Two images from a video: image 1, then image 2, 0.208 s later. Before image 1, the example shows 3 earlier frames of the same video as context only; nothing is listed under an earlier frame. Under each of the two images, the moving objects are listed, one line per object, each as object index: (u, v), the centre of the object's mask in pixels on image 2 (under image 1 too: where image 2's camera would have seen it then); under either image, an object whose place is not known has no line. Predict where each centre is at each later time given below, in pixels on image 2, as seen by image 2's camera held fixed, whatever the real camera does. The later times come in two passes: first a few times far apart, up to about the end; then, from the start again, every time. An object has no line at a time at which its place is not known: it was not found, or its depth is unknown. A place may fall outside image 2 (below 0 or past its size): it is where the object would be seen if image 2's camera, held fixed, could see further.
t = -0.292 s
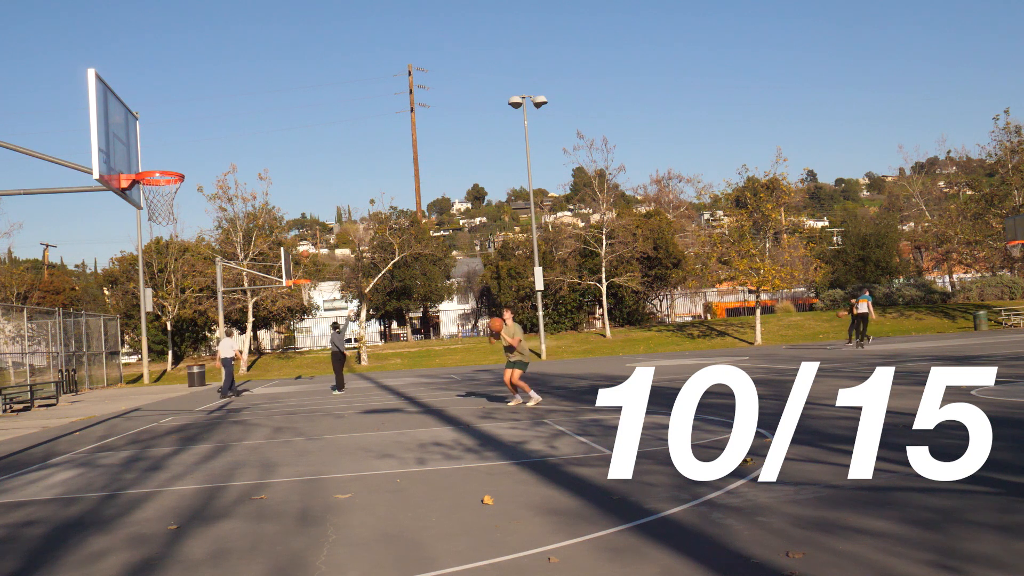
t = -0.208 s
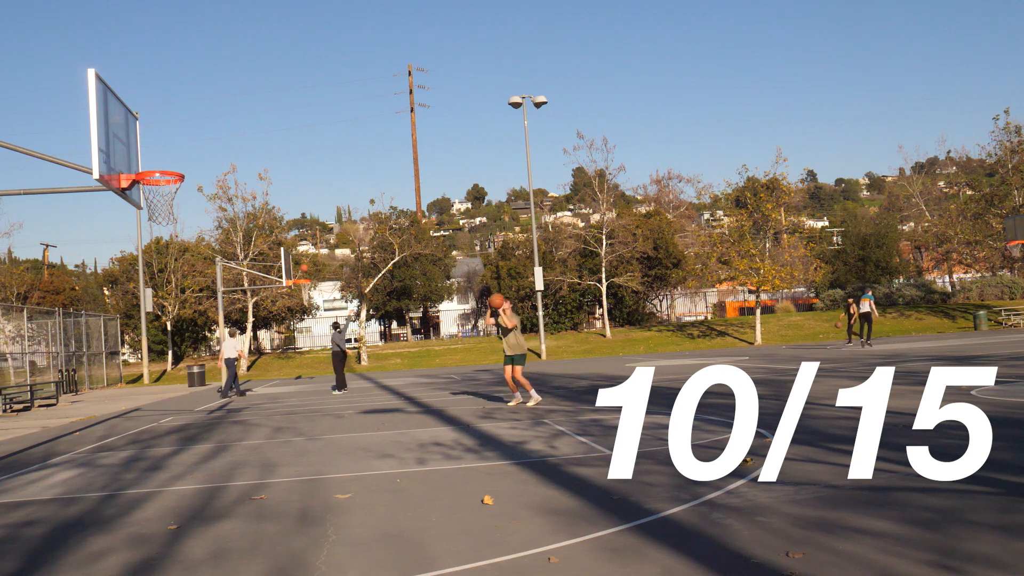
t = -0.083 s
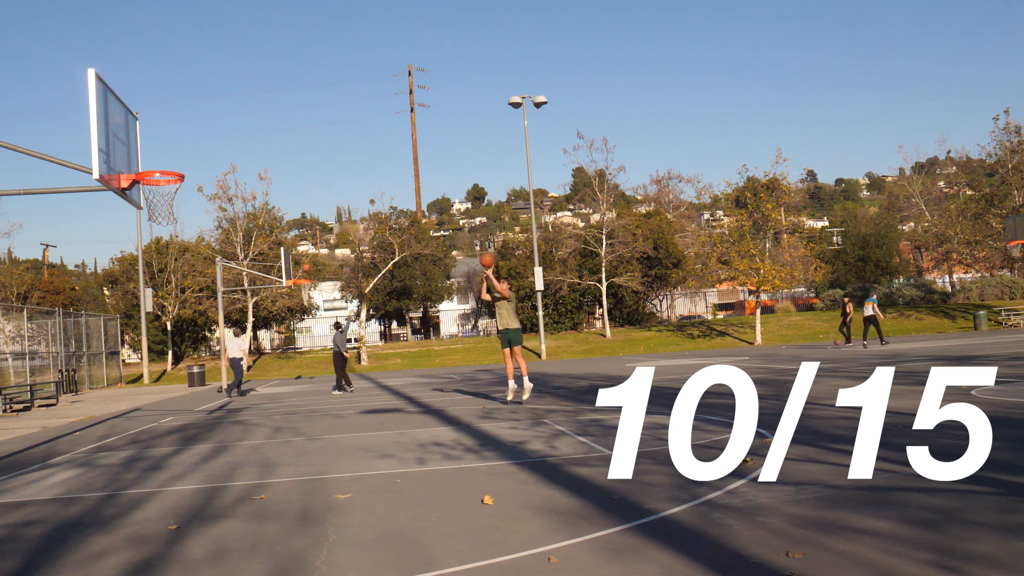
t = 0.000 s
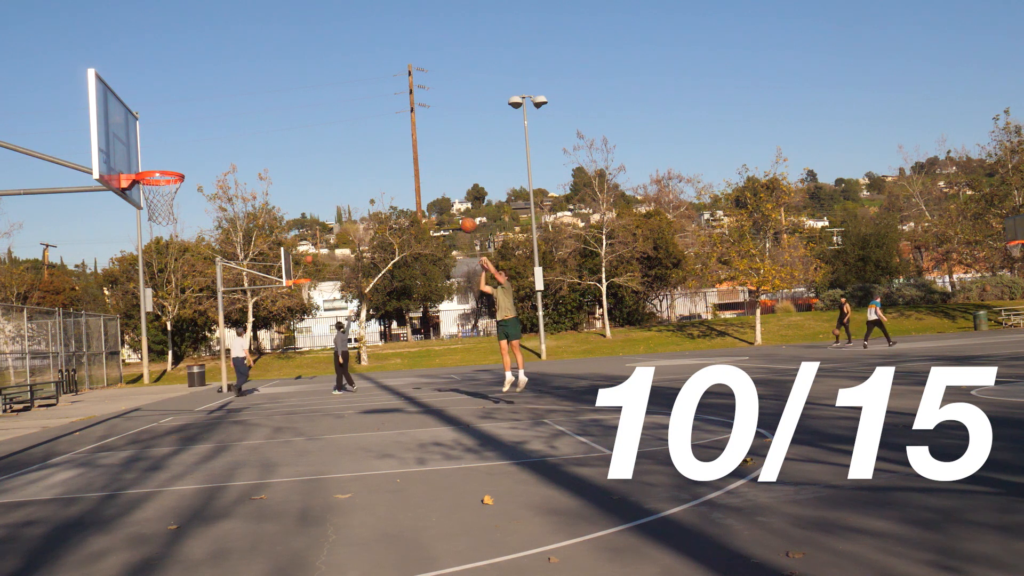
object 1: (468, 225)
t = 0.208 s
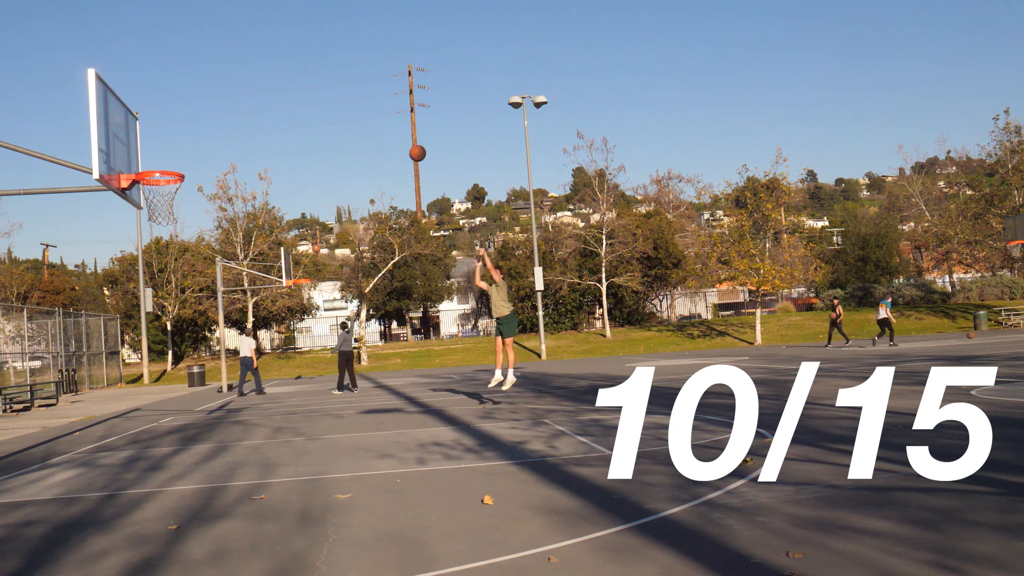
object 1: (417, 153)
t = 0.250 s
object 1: (407, 141)
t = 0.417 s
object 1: (364, 103)
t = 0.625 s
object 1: (308, 79)
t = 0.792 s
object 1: (259, 82)
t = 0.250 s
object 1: (407, 141)
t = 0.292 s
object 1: (397, 130)
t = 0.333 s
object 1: (386, 120)
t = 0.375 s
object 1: (375, 111)
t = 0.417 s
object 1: (364, 103)
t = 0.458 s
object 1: (353, 96)
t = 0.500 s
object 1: (342, 90)
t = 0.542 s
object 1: (331, 85)
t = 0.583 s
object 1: (319, 81)
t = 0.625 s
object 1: (308, 79)
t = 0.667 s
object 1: (296, 78)
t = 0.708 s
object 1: (284, 78)
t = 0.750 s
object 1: (272, 79)
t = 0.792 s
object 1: (259, 82)
